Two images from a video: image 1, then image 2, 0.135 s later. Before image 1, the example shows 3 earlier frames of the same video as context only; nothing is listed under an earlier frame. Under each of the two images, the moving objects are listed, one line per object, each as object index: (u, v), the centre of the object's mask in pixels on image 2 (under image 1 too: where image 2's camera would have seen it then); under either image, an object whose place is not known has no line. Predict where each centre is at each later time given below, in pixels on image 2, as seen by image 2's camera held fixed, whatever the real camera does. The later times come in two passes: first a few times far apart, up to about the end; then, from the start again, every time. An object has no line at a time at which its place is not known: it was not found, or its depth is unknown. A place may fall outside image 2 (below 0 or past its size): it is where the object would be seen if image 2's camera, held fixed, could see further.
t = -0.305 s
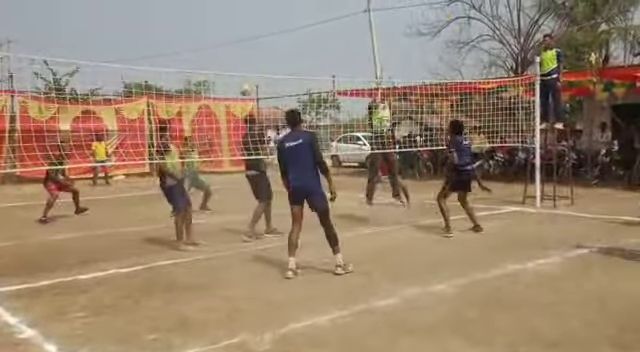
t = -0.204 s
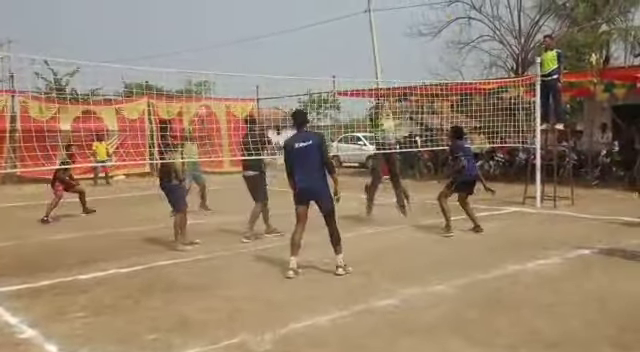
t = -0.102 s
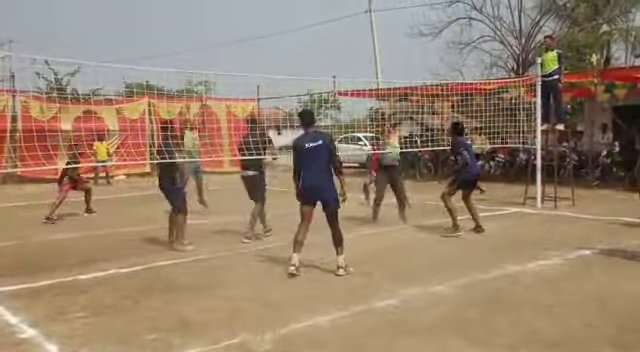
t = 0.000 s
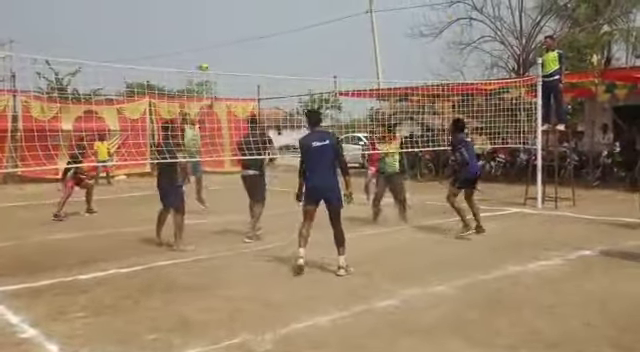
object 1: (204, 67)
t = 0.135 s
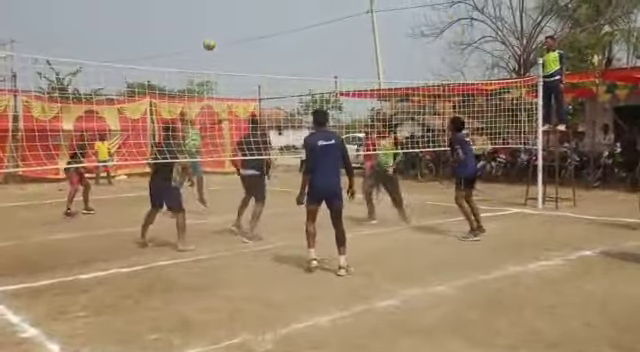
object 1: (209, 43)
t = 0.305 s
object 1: (216, 28)
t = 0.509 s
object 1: (226, 31)
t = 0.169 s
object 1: (210, 39)
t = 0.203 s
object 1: (212, 35)
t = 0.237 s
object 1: (214, 32)
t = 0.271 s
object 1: (215, 30)
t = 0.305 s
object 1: (216, 28)
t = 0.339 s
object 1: (218, 27)
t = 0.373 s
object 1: (219, 27)
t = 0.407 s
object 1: (221, 27)
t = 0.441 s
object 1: (222, 28)
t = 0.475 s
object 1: (225, 29)
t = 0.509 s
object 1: (226, 31)
